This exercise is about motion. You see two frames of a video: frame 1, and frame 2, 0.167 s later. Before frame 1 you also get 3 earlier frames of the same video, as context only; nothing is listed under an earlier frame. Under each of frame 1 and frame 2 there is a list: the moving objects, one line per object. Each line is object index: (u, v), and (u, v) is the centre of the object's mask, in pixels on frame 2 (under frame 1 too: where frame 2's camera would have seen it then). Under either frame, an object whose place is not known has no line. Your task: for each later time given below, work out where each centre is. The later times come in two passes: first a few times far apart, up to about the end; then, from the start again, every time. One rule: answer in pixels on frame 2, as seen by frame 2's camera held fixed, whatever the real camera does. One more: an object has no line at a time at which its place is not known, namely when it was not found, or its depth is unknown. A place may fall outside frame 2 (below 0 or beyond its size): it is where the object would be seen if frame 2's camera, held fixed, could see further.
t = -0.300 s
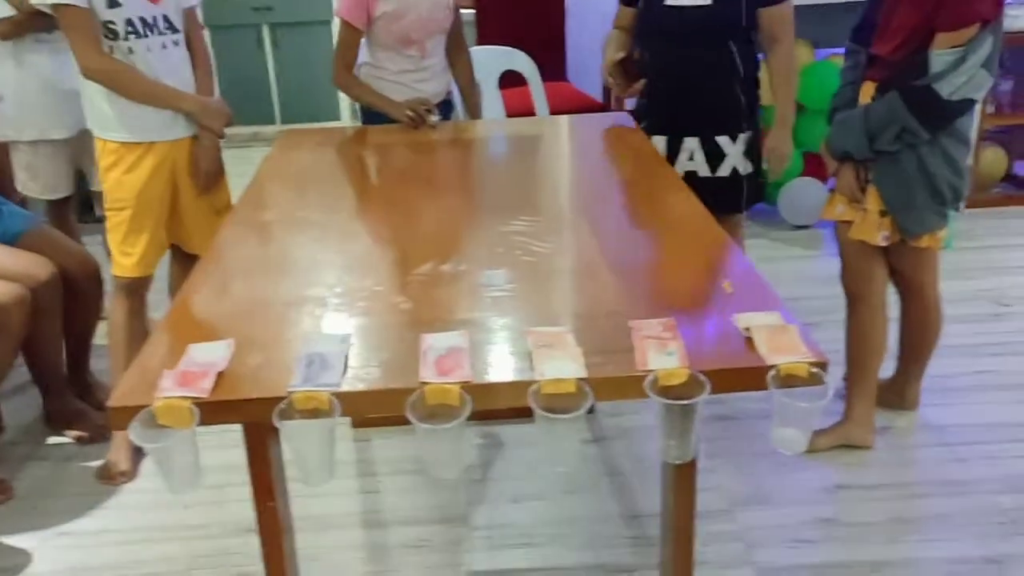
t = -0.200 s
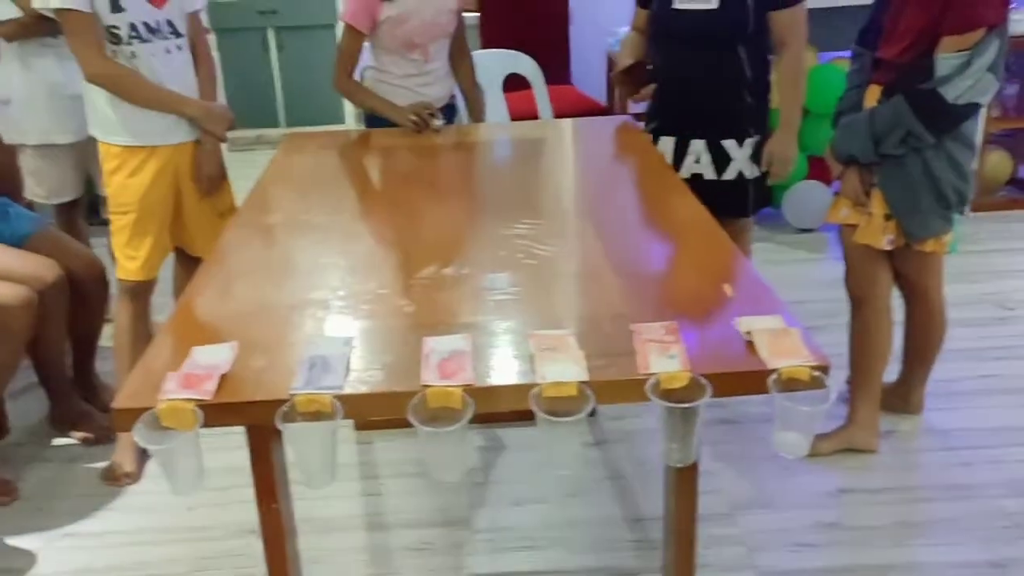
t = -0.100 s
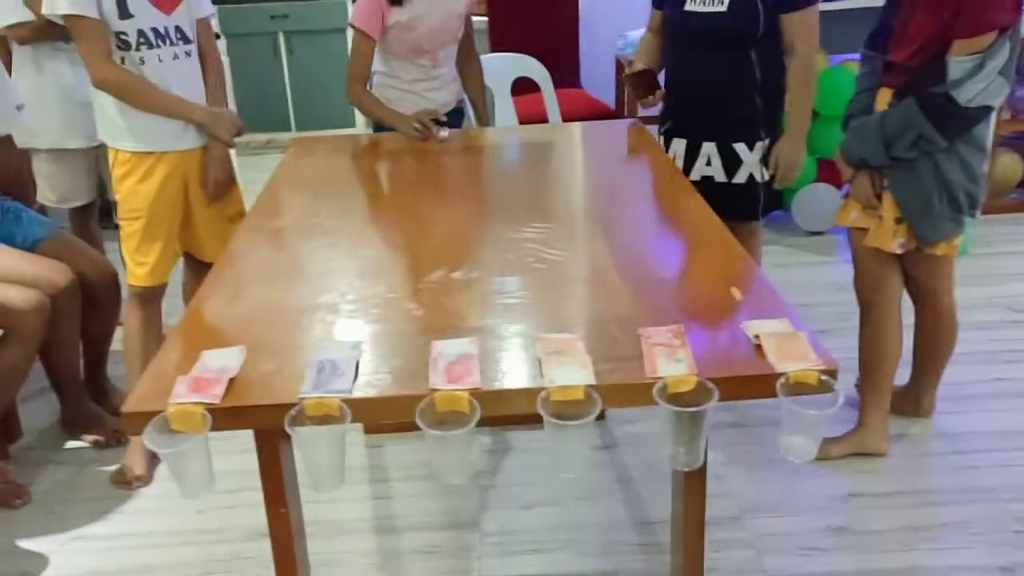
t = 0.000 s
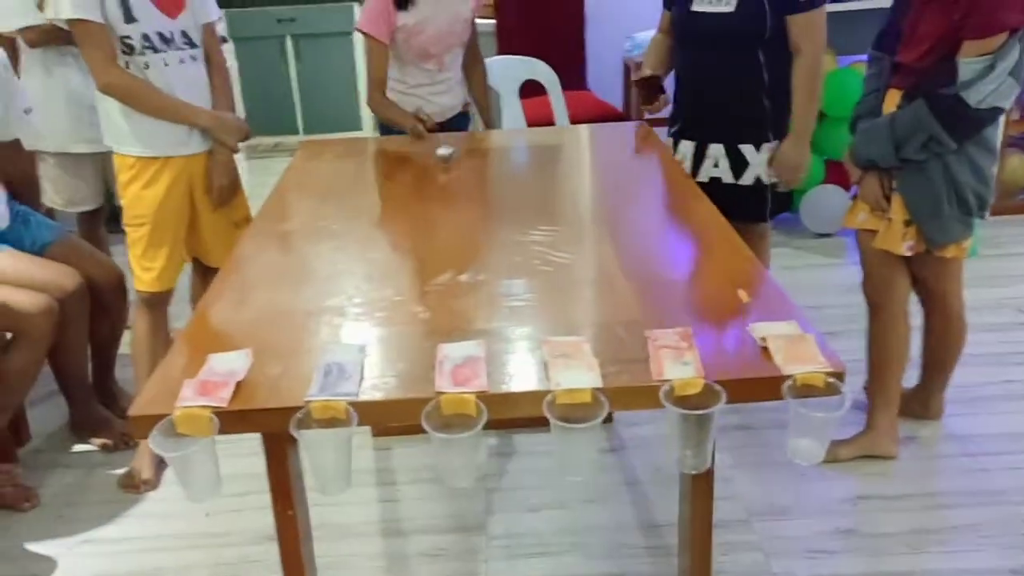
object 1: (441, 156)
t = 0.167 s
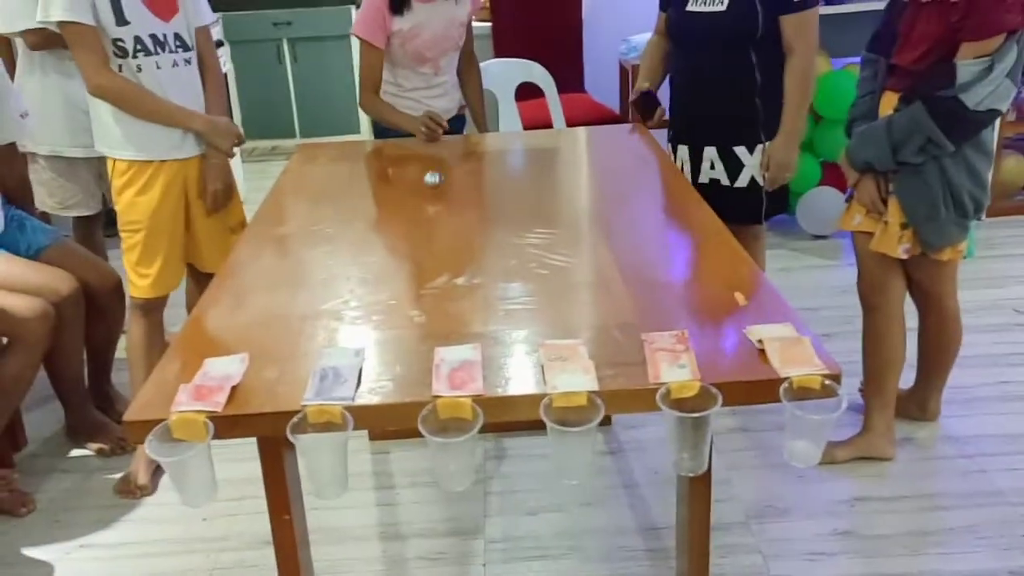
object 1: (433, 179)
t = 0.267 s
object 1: (430, 194)
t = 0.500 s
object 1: (433, 226)
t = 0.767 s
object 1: (460, 270)
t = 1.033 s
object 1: (509, 315)
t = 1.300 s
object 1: (579, 354)
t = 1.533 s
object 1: (650, 388)
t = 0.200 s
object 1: (431, 185)
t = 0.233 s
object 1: (431, 187)
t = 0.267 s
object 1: (430, 194)
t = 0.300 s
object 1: (429, 198)
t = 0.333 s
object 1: (429, 203)
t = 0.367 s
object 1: (429, 211)
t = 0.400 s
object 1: (429, 213)
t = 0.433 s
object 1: (430, 219)
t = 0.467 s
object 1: (431, 222)
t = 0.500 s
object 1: (433, 226)
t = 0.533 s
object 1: (435, 235)
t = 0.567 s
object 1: (438, 237)
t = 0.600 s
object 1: (441, 241)
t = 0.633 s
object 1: (443, 247)
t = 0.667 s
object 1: (448, 251)
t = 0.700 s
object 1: (453, 258)
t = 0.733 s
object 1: (455, 263)
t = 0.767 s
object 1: (460, 270)
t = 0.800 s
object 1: (465, 272)
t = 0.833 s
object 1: (471, 280)
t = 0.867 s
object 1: (474, 283)
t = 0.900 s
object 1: (481, 292)
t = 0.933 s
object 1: (487, 295)
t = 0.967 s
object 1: (494, 303)
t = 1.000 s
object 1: (501, 308)
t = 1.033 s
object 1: (509, 315)
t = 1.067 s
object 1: (517, 319)
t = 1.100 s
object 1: (525, 325)
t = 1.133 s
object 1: (533, 330)
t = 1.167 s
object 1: (543, 337)
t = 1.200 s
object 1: (550, 342)
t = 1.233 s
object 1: (558, 348)
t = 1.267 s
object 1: (569, 353)
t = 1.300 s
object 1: (579, 354)
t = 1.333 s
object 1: (588, 356)
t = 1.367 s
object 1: (600, 362)
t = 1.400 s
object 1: (610, 363)
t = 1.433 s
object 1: (621, 370)
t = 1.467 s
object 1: (633, 372)
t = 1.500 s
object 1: (645, 381)
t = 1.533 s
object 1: (650, 388)
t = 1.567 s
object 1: (649, 392)
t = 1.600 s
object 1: (648, 398)
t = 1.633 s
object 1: (642, 409)
